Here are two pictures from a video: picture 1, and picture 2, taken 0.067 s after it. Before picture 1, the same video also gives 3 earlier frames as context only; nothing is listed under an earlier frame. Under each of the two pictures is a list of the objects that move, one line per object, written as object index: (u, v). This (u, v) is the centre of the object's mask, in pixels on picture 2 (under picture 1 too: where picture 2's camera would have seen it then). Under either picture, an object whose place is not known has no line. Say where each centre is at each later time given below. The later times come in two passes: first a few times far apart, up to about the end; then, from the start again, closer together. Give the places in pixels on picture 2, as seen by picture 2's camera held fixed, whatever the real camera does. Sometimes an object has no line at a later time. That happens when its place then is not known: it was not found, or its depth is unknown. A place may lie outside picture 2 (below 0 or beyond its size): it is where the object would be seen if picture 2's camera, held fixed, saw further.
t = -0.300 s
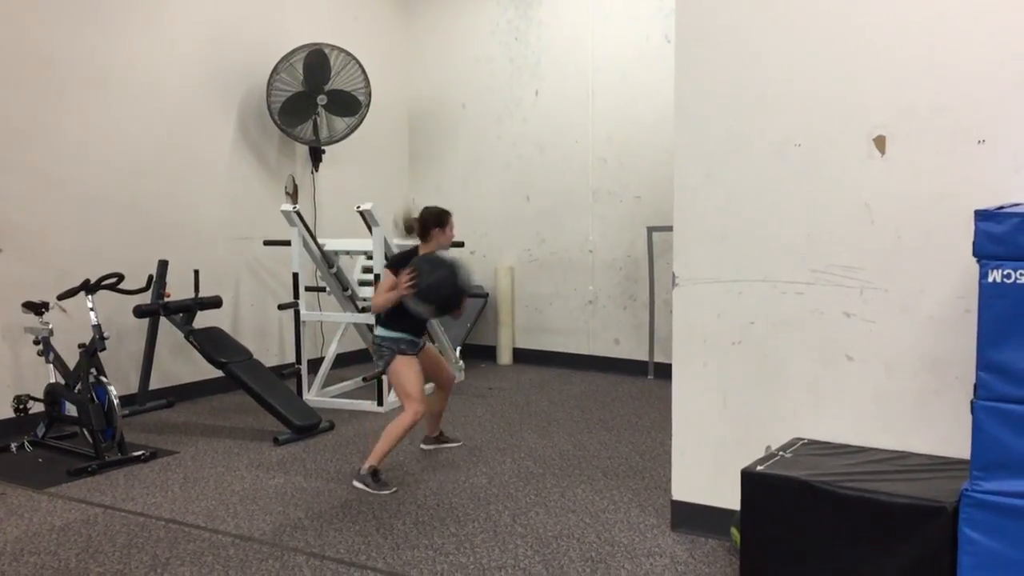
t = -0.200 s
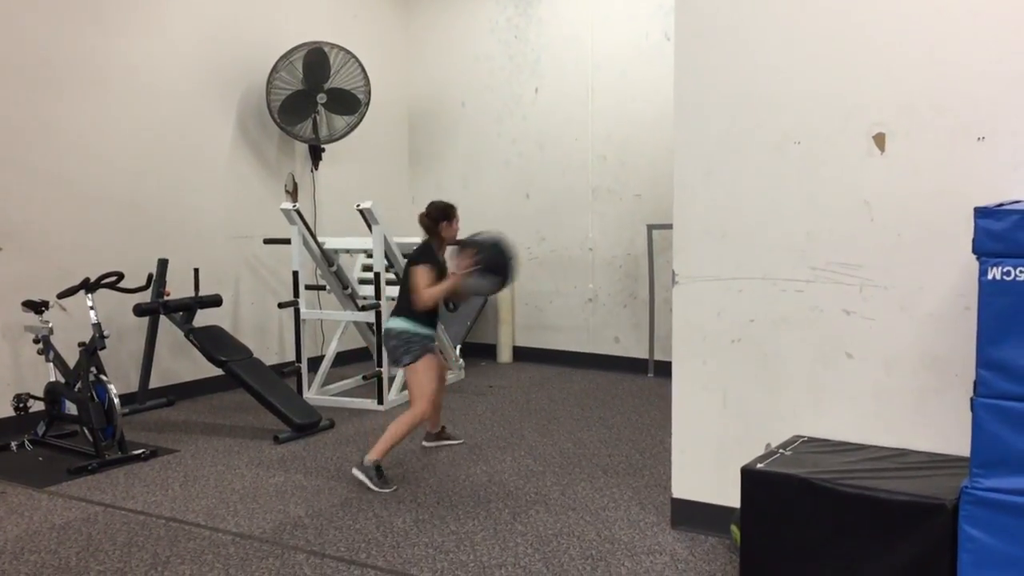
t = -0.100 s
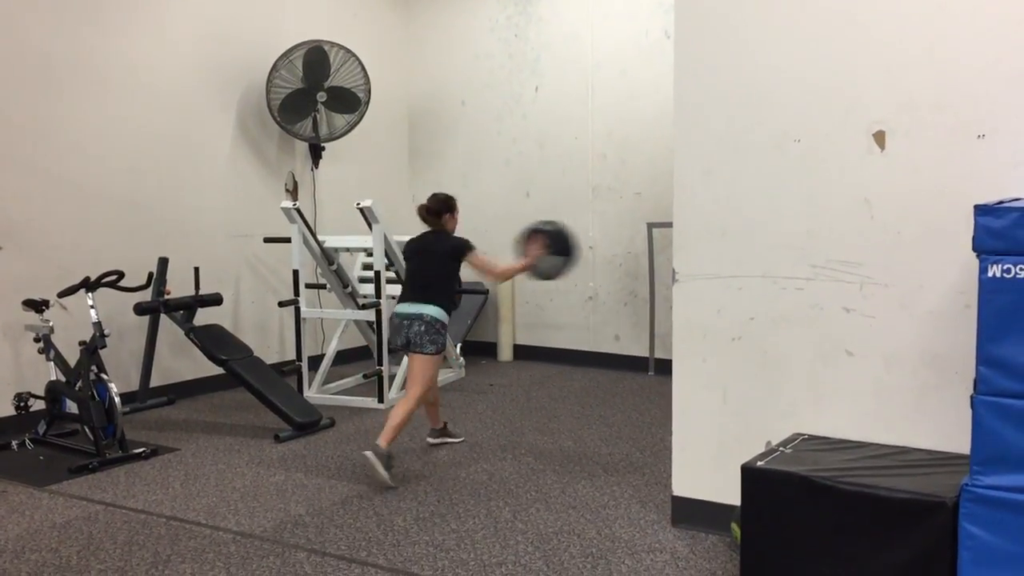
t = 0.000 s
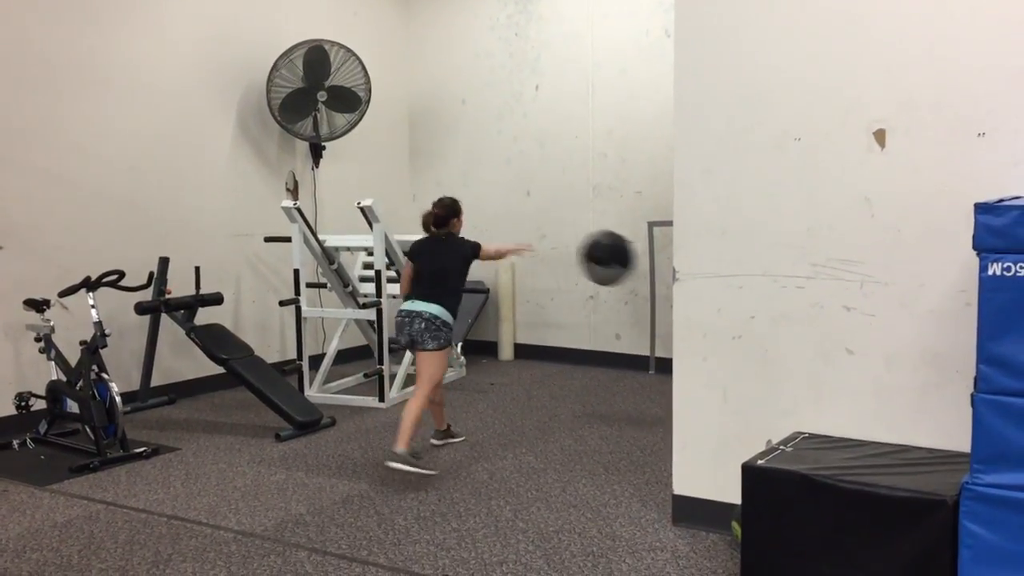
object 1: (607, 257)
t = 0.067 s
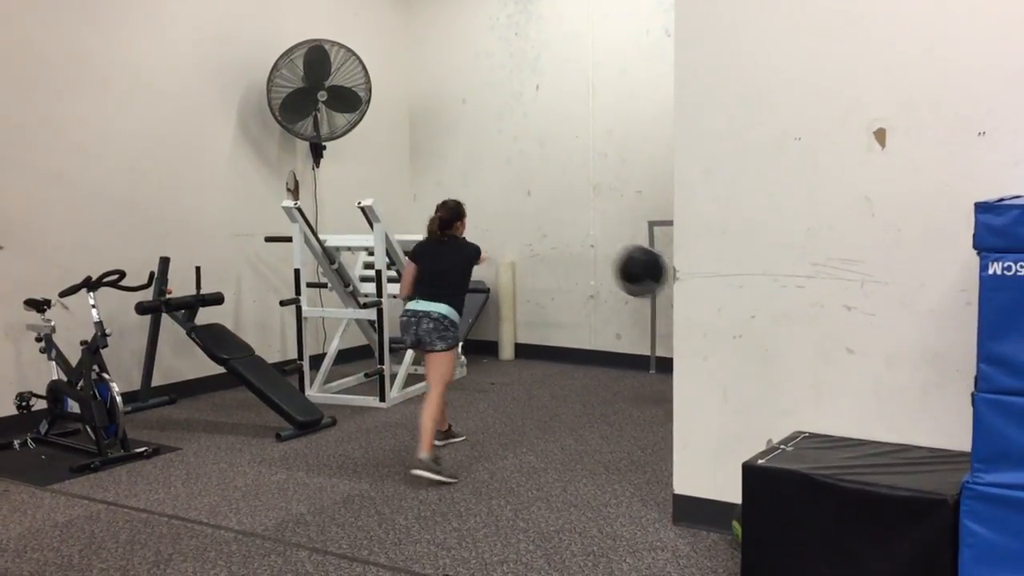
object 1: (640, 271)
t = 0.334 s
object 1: (657, 366)
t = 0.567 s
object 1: (626, 356)
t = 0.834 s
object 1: (581, 398)
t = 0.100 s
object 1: (654, 280)
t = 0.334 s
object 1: (657, 366)
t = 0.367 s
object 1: (655, 372)
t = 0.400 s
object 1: (651, 370)
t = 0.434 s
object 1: (648, 364)
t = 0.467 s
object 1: (642, 359)
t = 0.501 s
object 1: (637, 355)
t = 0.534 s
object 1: (632, 355)
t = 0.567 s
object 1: (626, 356)
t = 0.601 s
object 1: (621, 358)
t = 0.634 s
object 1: (615, 361)
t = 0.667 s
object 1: (608, 366)
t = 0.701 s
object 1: (603, 374)
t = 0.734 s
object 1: (597, 383)
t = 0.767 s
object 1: (591, 397)
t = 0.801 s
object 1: (585, 401)
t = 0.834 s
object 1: (581, 398)
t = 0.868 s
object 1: (577, 395)
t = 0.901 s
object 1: (572, 394)
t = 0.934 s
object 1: (567, 395)
